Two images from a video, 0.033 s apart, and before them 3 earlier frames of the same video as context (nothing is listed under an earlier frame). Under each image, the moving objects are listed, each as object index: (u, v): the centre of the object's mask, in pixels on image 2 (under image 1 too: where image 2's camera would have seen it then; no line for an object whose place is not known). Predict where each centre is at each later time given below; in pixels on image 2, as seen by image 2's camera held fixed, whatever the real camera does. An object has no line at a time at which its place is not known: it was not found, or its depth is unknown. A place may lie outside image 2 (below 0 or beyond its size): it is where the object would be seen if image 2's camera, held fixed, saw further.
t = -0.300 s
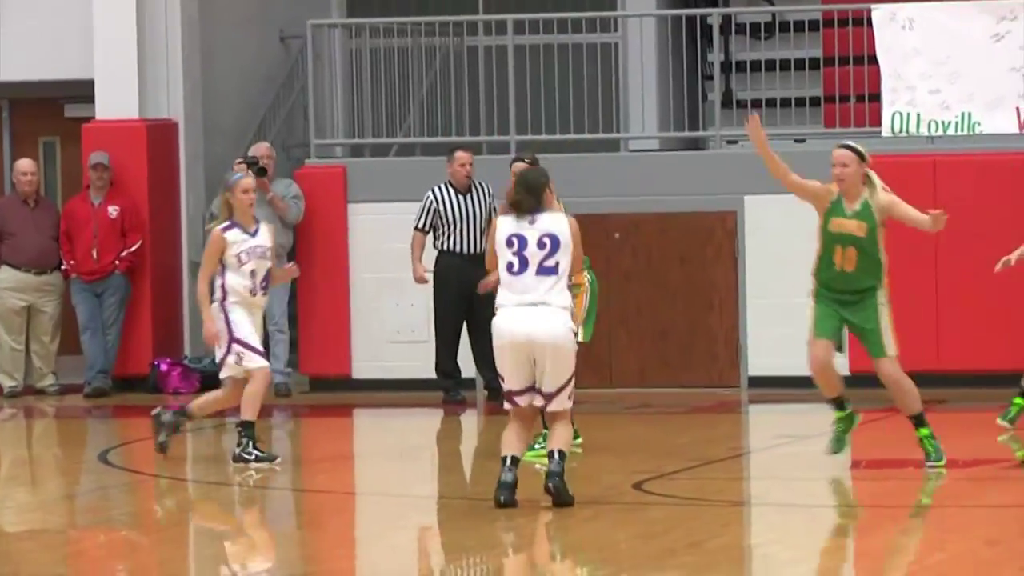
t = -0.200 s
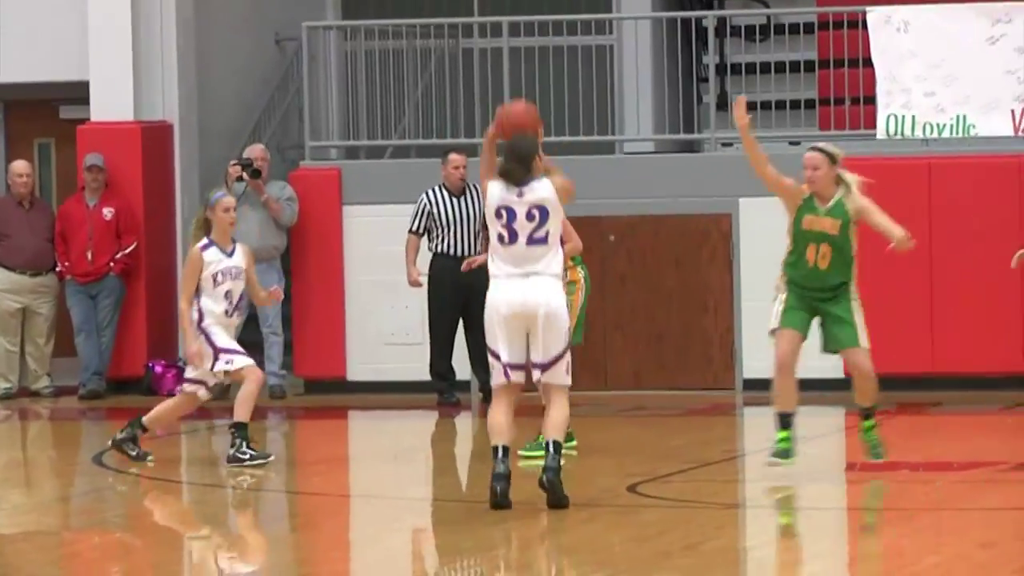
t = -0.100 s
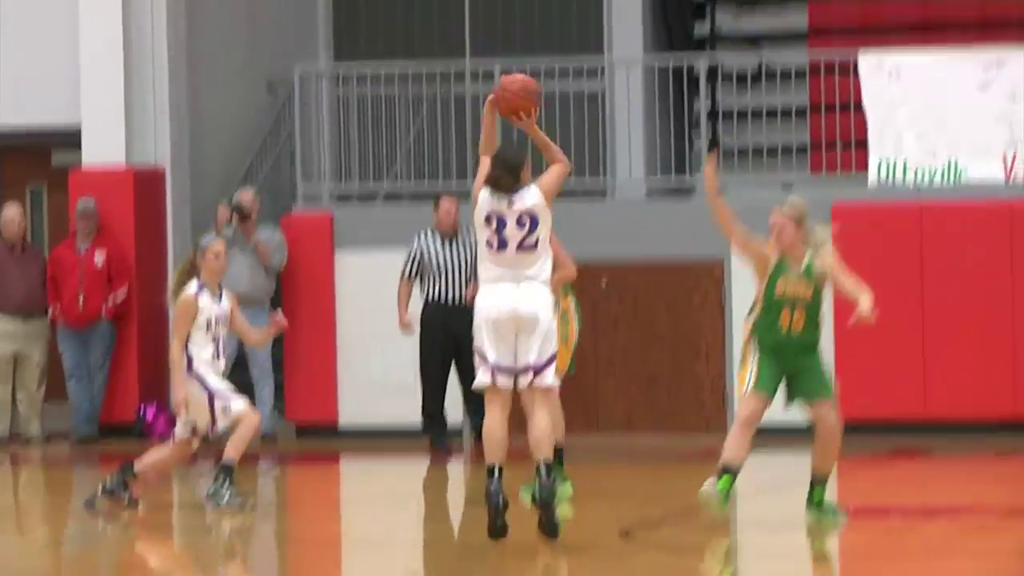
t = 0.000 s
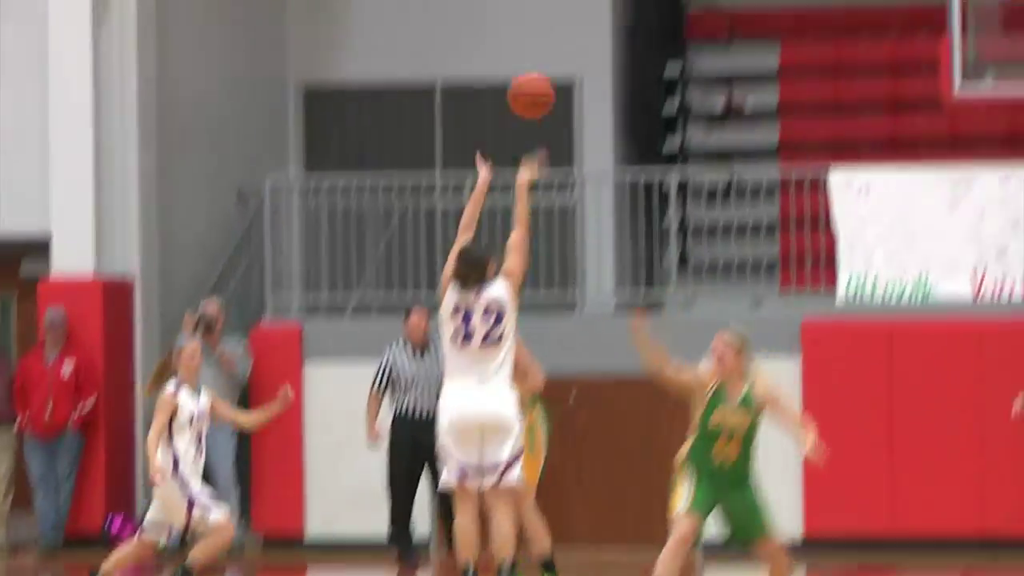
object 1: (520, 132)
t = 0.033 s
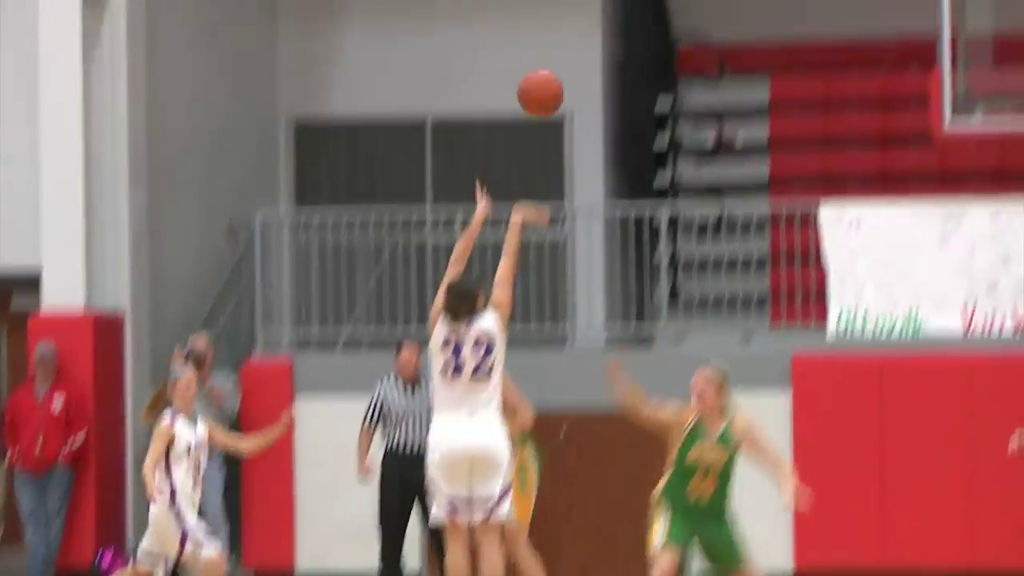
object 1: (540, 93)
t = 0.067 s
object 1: (560, 58)
